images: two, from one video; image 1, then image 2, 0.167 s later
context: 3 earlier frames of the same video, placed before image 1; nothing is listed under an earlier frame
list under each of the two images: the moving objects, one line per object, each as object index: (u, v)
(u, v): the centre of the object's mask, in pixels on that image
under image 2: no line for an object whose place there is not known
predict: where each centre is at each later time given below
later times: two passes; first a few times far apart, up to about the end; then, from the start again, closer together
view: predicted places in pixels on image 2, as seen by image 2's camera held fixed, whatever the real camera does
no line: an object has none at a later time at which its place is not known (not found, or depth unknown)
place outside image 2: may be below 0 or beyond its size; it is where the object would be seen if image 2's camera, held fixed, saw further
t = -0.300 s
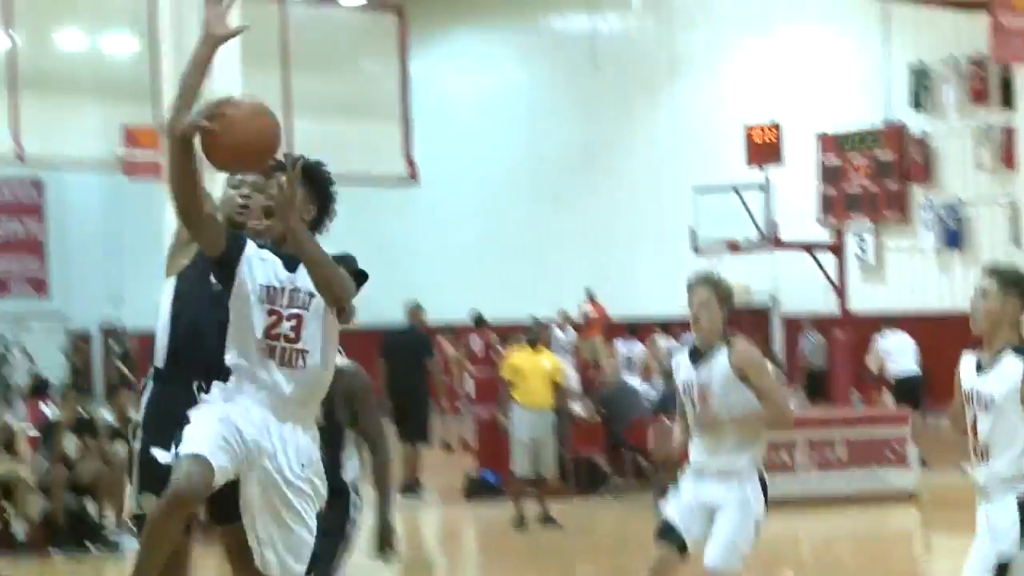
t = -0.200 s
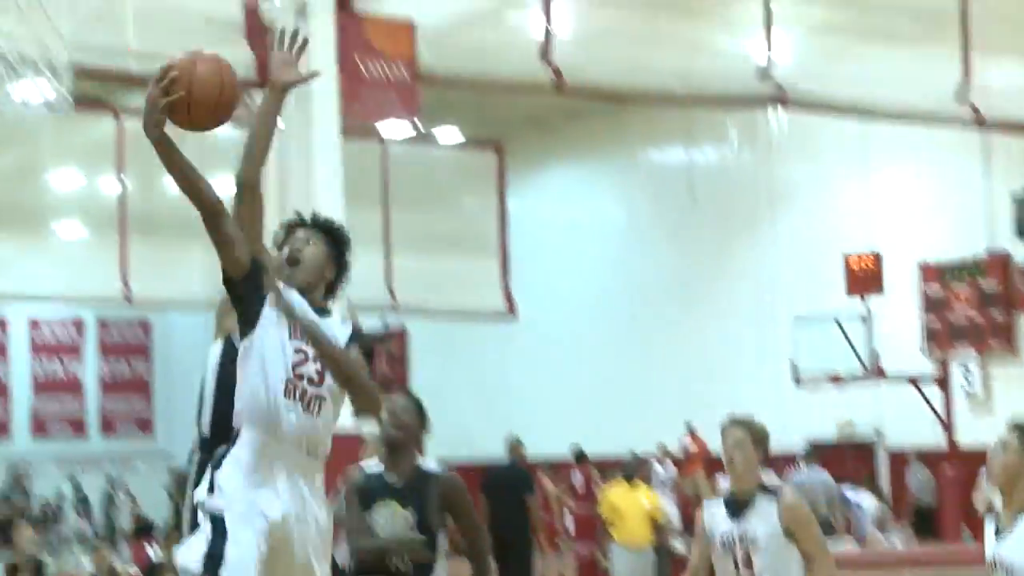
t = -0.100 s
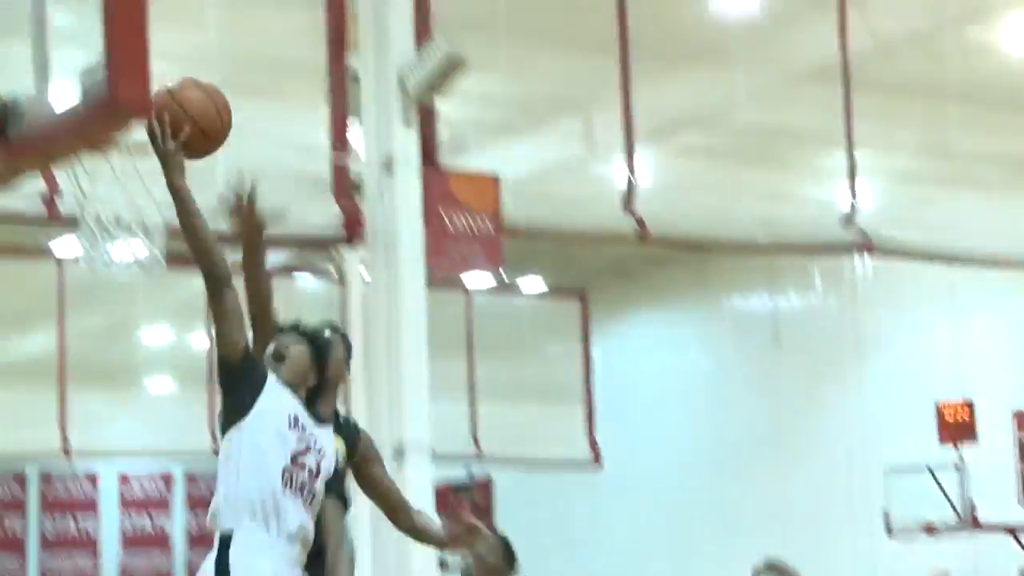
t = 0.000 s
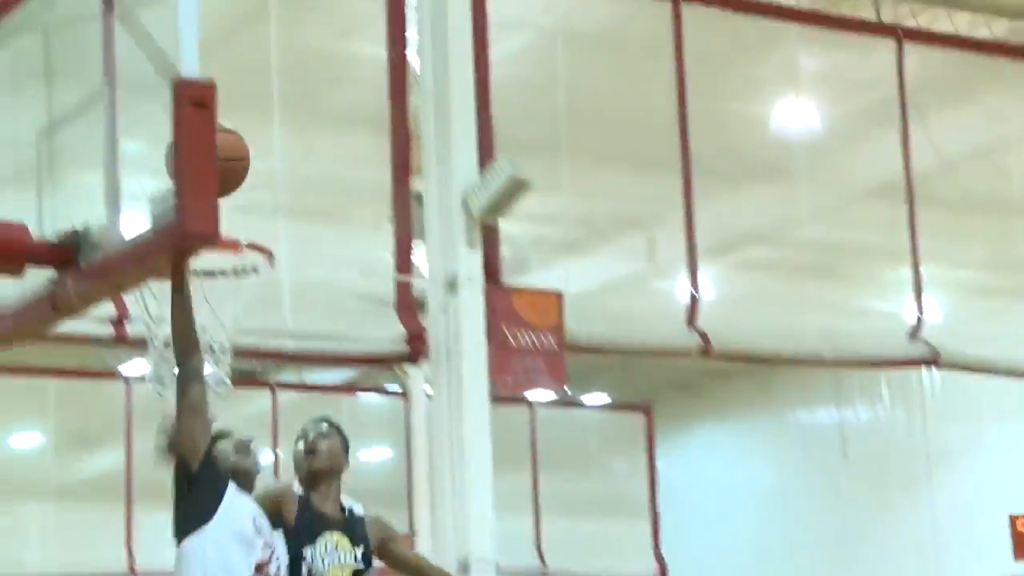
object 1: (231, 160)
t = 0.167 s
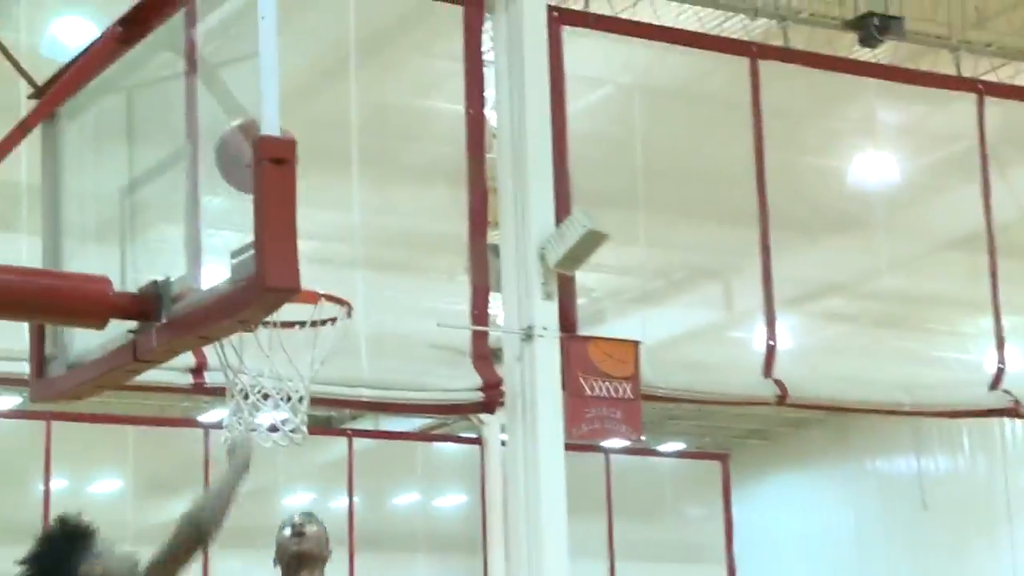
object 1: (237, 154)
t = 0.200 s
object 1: (237, 152)
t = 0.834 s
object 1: (310, 268)
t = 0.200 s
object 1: (237, 152)
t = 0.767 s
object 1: (302, 289)
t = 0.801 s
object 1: (306, 277)
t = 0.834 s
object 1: (310, 268)
